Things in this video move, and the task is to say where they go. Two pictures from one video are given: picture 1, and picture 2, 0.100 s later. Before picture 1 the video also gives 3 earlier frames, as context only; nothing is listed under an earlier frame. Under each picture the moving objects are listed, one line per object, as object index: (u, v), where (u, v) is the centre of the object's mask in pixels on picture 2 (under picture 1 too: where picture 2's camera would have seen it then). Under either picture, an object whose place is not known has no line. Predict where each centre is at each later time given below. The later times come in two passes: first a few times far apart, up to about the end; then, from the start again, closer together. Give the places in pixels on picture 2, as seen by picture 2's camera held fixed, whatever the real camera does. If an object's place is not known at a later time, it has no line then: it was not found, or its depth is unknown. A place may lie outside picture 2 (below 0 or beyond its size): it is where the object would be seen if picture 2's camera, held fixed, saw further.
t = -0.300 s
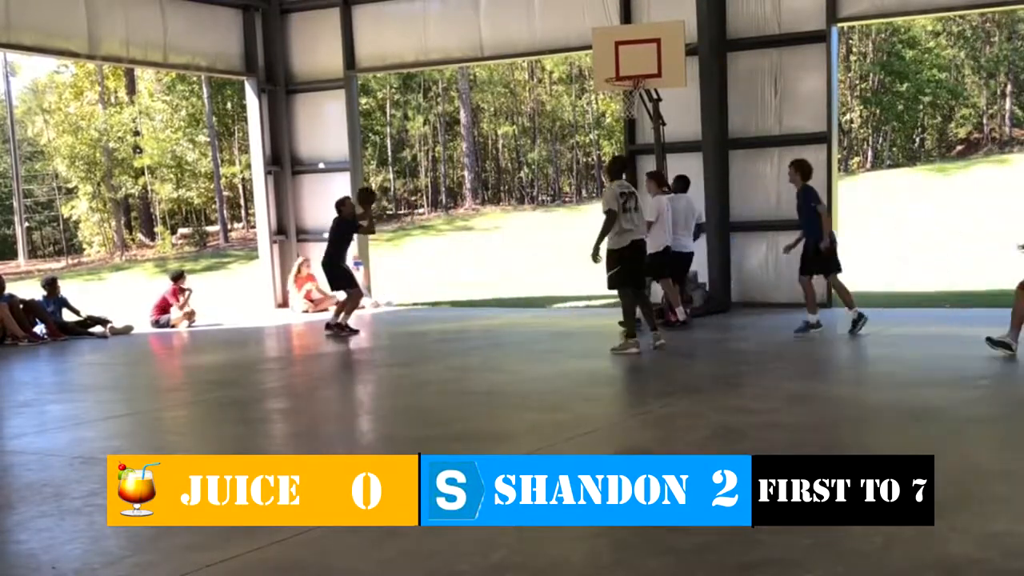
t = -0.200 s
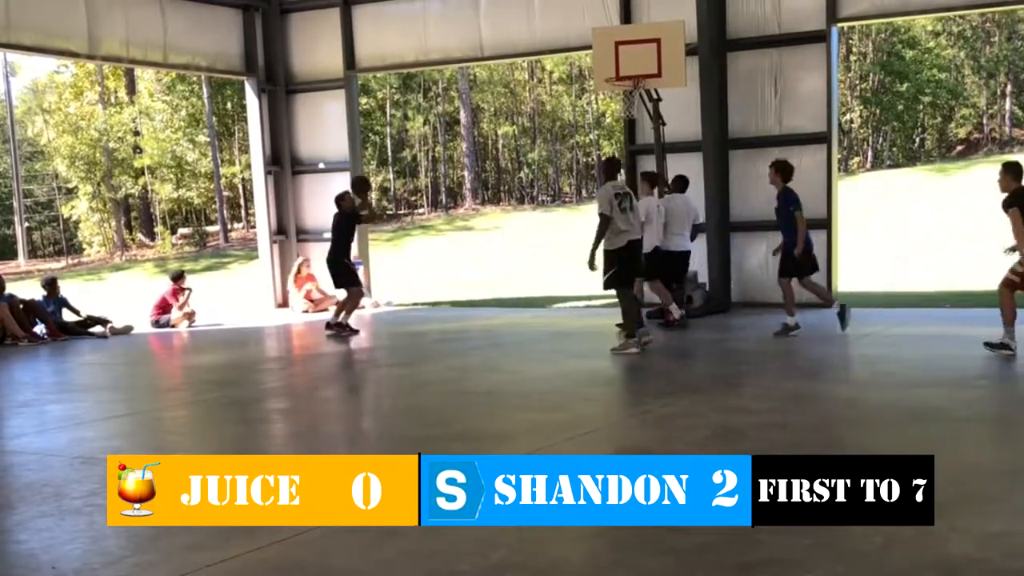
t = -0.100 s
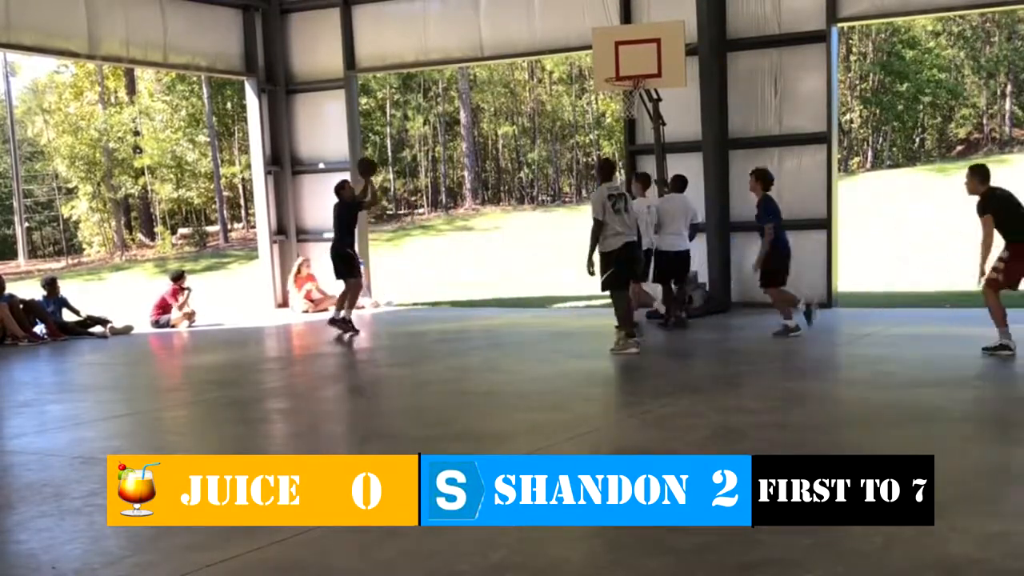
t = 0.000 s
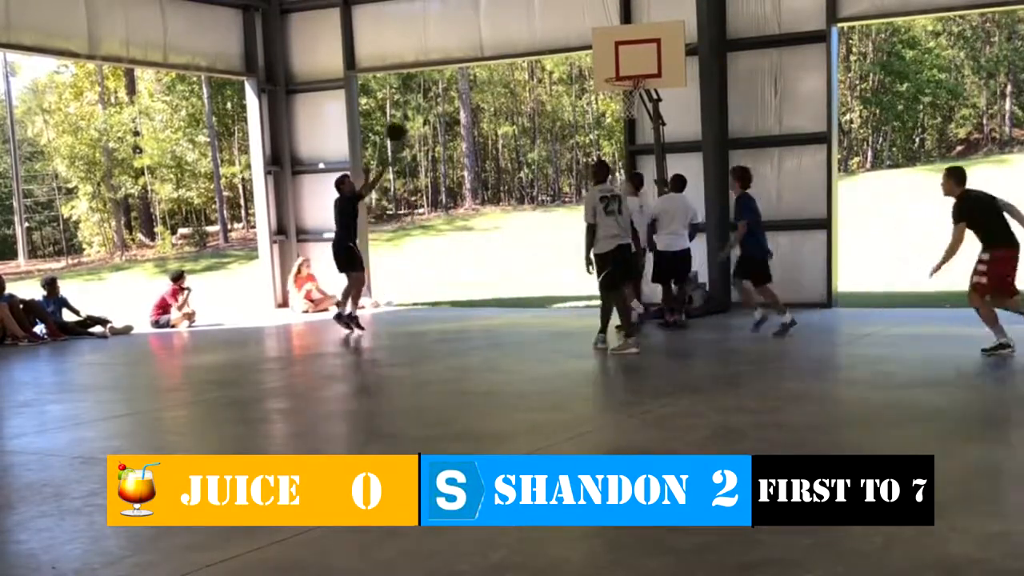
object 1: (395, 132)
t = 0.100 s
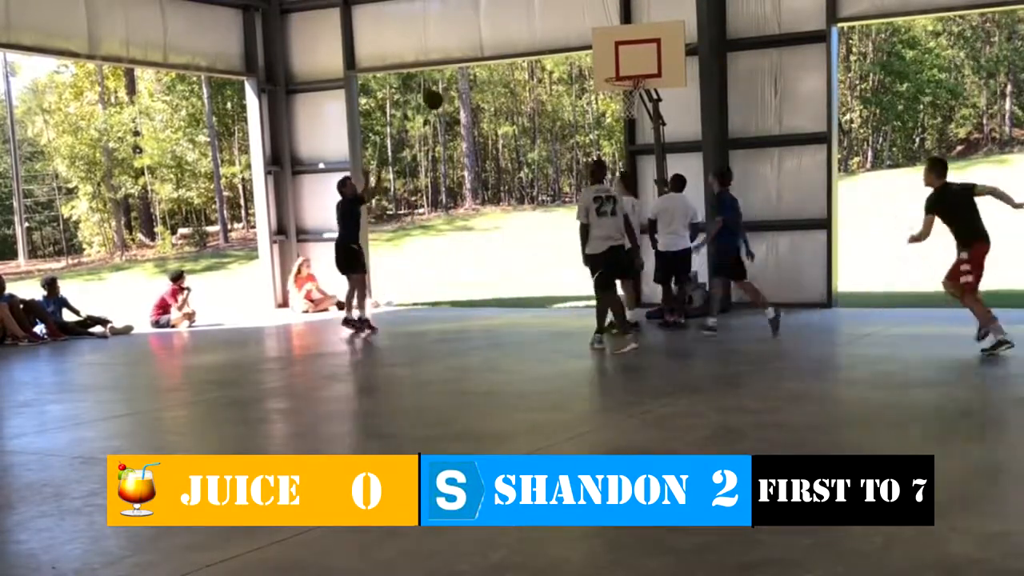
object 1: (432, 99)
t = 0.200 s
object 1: (470, 76)
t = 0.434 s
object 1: (559, 52)
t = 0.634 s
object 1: (617, 67)
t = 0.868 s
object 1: (630, 101)
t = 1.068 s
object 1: (618, 136)
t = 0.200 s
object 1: (470, 76)
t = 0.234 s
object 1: (483, 70)
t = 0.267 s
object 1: (496, 65)
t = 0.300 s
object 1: (508, 60)
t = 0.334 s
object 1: (521, 57)
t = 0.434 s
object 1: (559, 52)
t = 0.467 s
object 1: (572, 53)
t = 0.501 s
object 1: (584, 54)
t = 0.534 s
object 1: (597, 56)
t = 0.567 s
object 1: (610, 59)
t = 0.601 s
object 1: (614, 63)
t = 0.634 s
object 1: (617, 67)
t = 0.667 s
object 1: (621, 72)
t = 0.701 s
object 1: (624, 78)
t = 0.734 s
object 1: (629, 84)
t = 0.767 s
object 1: (632, 93)
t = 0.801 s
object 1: (632, 96)
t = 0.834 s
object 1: (632, 98)
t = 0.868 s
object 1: (630, 101)
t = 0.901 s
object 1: (628, 106)
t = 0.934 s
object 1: (626, 109)
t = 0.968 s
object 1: (623, 116)
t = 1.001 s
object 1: (621, 121)
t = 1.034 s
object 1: (618, 128)
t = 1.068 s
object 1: (618, 136)
